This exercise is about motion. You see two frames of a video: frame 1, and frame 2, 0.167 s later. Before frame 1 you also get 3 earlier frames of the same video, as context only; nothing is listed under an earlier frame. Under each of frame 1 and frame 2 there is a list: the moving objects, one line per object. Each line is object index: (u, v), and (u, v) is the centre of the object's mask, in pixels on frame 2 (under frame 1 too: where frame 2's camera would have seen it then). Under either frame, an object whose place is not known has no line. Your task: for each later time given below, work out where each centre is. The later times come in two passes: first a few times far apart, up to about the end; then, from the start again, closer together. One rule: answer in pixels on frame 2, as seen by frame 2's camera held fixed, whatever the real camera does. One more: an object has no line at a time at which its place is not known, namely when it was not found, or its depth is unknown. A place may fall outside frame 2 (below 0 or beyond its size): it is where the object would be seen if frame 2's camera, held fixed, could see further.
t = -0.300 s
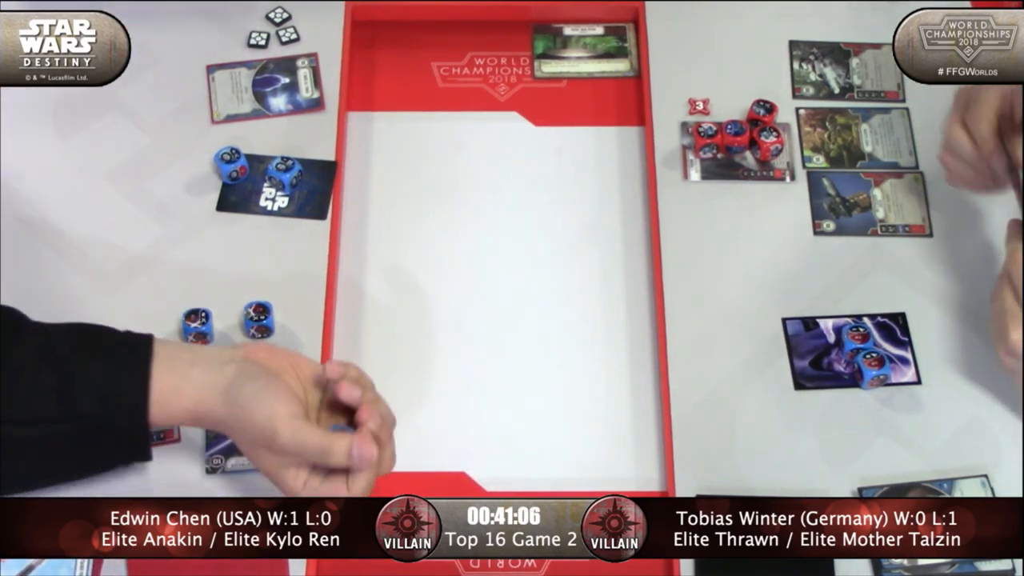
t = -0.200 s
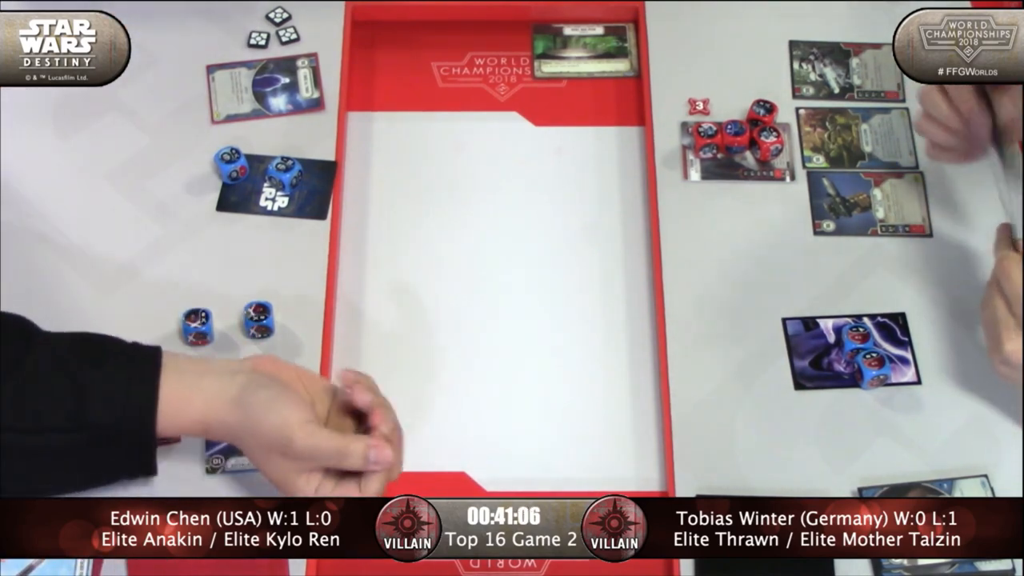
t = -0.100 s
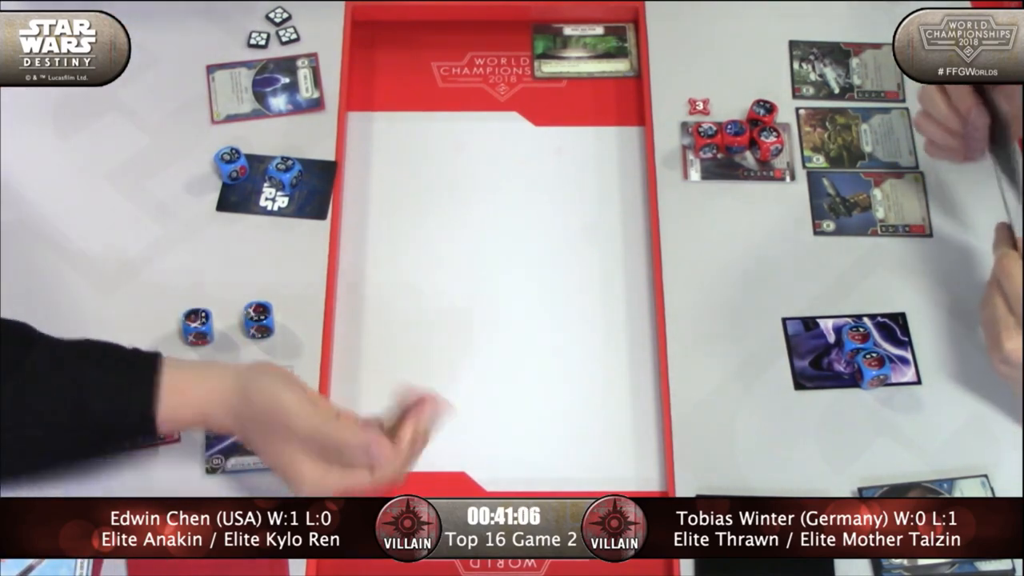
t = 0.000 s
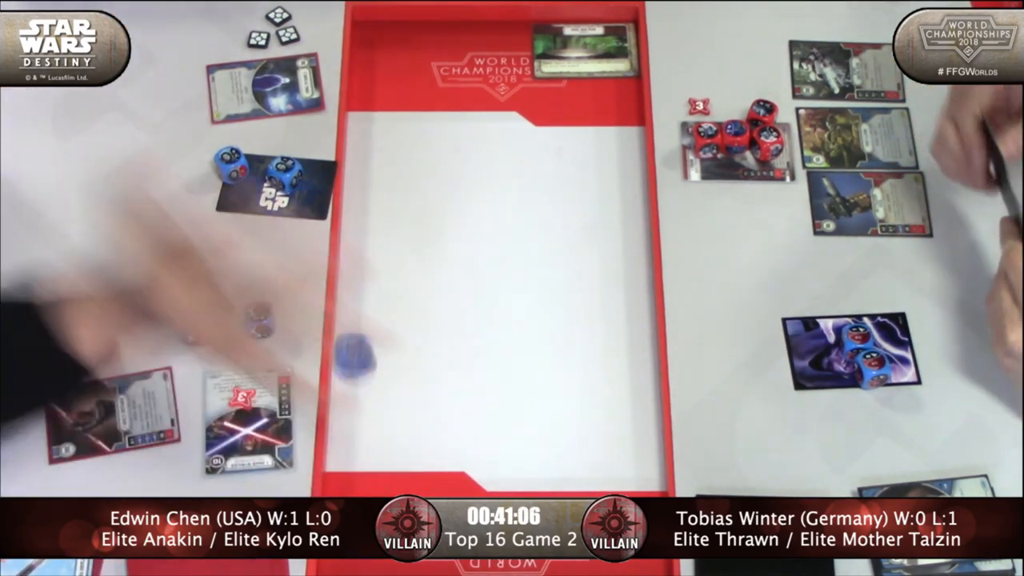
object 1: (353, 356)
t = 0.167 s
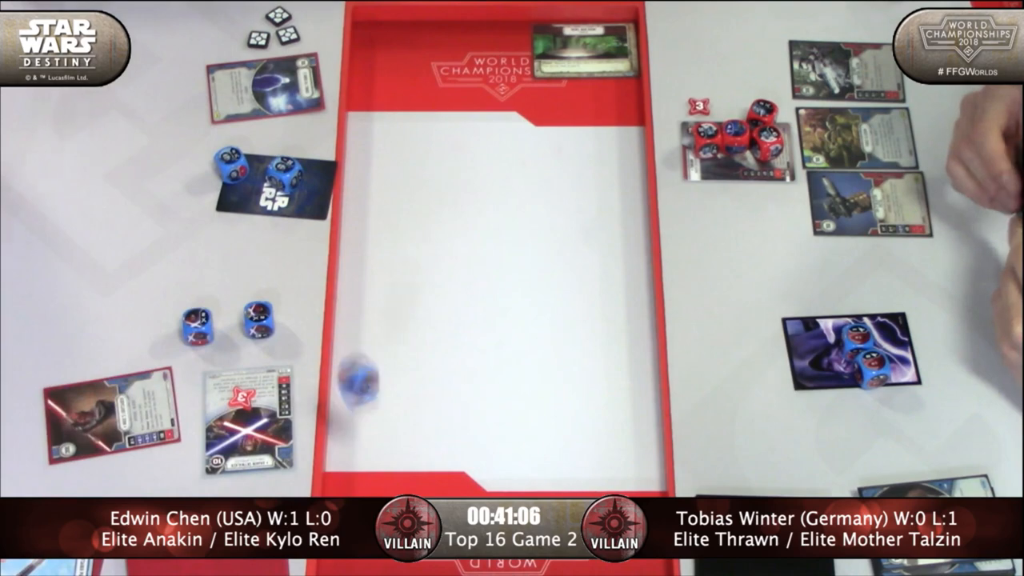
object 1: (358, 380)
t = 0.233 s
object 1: (368, 433)
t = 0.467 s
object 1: (484, 328)
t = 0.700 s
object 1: (567, 224)
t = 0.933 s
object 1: (619, 161)
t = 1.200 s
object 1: (623, 154)
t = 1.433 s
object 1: (623, 154)
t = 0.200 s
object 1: (362, 413)
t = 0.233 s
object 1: (368, 433)
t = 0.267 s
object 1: (381, 407)
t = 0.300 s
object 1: (396, 387)
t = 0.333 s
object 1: (410, 376)
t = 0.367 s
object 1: (424, 372)
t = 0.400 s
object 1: (446, 354)
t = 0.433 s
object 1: (465, 341)
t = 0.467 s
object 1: (484, 328)
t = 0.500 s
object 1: (500, 309)
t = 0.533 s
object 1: (517, 300)
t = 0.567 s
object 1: (530, 285)
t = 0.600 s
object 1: (542, 269)
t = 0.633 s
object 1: (552, 252)
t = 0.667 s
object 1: (559, 237)
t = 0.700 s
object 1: (567, 224)
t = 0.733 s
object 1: (576, 210)
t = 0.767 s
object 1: (584, 200)
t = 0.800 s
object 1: (592, 193)
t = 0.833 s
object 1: (601, 182)
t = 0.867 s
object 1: (609, 173)
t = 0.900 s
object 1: (616, 166)
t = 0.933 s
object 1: (619, 161)
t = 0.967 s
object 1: (621, 157)
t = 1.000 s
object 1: (622, 155)
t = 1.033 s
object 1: (623, 154)
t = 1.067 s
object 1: (623, 154)
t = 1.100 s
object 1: (623, 154)
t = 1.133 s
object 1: (623, 154)
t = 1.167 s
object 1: (623, 154)
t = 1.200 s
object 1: (623, 154)
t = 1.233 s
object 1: (623, 154)
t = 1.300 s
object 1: (623, 154)
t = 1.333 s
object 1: (623, 154)
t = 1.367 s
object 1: (623, 154)
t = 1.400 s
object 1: (623, 154)
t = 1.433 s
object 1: (623, 154)
